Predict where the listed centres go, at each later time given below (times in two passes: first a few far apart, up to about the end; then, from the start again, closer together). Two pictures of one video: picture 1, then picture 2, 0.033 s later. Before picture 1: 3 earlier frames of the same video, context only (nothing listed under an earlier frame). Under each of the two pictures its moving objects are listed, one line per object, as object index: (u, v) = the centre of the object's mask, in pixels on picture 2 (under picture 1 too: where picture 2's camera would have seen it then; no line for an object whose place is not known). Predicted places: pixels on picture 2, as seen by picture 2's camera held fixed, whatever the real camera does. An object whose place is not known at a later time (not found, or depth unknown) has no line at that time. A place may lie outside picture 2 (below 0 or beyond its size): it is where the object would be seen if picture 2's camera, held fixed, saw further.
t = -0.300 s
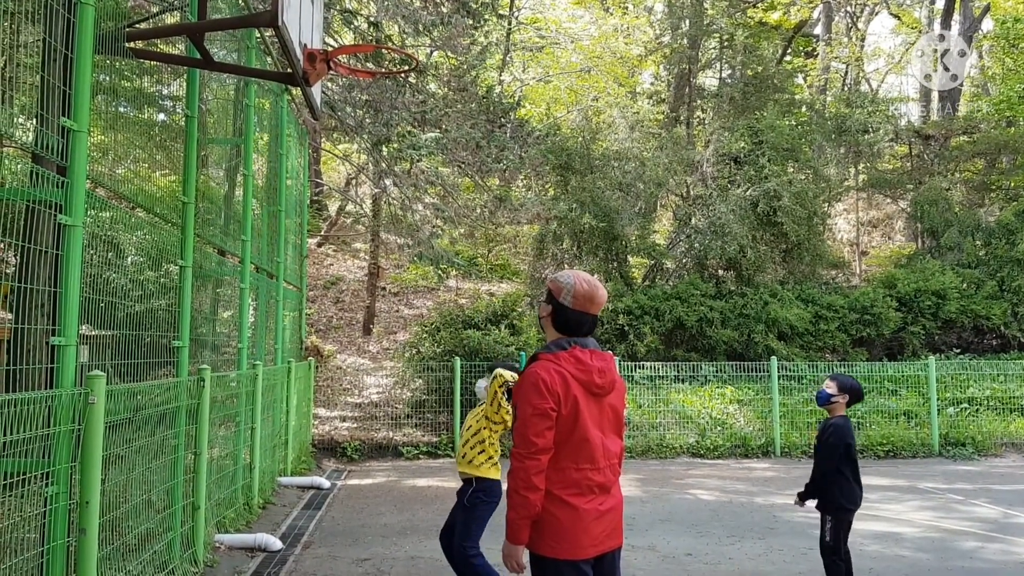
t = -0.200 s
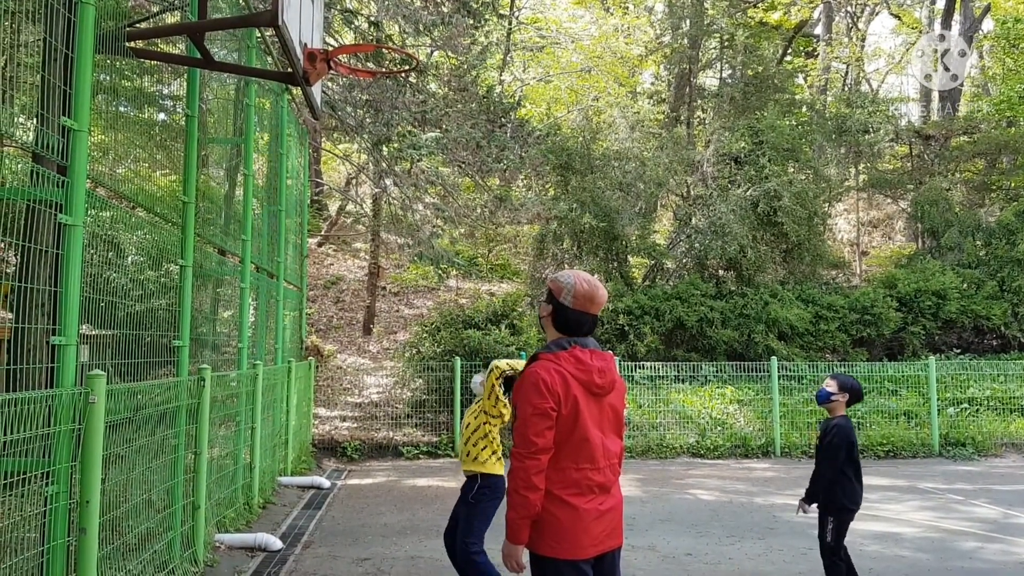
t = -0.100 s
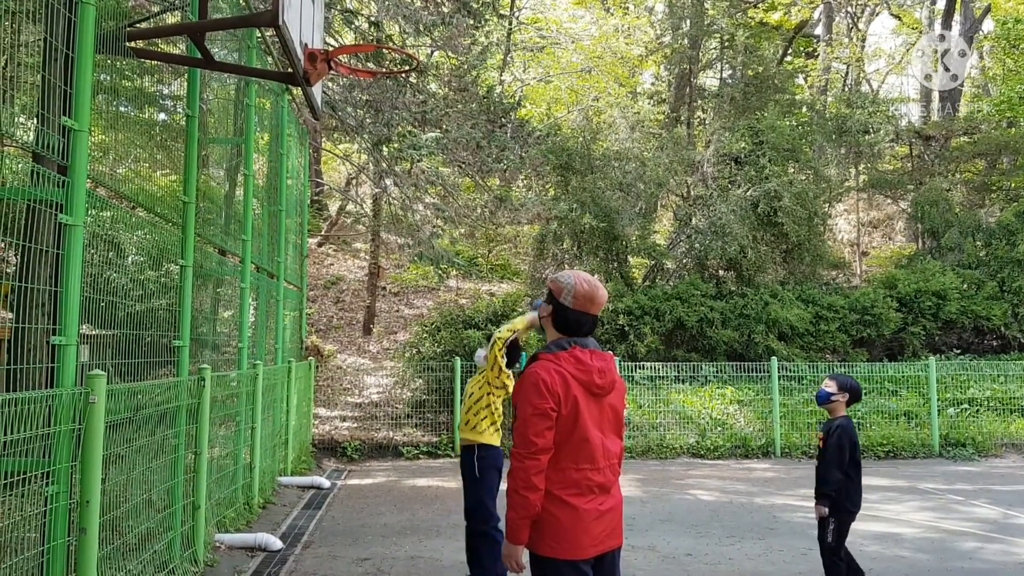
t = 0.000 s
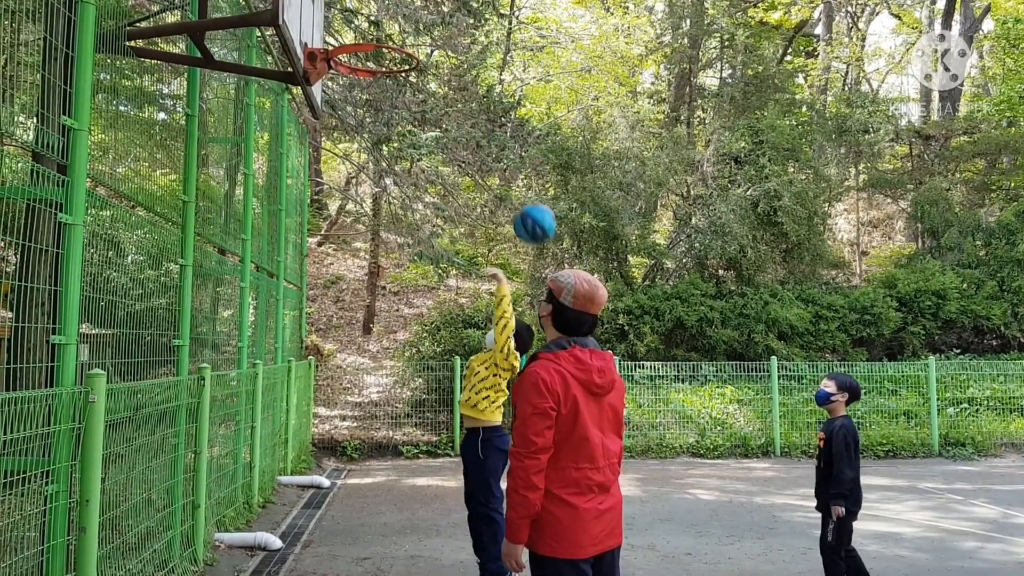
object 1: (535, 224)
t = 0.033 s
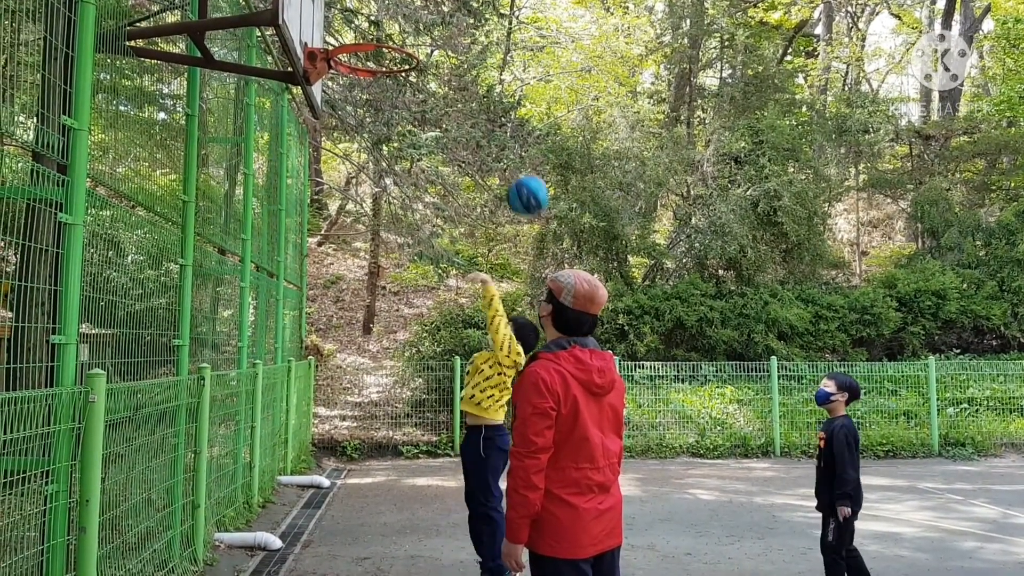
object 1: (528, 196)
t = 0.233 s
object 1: (484, 63)
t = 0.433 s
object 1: (441, 9)
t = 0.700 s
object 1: (382, 20)
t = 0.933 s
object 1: (382, 91)
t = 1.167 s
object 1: (391, 124)
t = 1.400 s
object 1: (396, 252)
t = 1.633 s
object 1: (397, 488)
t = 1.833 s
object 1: (393, 501)
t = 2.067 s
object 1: (386, 368)
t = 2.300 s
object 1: (376, 331)
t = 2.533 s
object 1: (364, 392)
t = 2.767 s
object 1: (349, 558)
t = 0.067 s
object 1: (521, 169)
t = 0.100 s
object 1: (514, 143)
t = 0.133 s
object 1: (507, 121)
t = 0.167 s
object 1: (499, 100)
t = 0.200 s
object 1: (491, 81)
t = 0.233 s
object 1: (484, 63)
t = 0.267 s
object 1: (476, 48)
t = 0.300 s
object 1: (469, 34)
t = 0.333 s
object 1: (462, 22)
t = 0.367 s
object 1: (455, 16)
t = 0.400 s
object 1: (448, 12)
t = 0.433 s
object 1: (441, 9)
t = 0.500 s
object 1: (426, 7)
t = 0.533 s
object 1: (418, 6)
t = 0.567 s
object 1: (411, 7)
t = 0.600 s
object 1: (405, 9)
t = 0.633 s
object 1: (397, 11)
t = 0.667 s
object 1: (389, 15)
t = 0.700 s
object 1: (382, 20)
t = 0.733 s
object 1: (374, 26)
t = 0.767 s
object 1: (368, 40)
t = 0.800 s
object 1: (361, 60)
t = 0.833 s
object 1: (364, 67)
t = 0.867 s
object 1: (370, 73)
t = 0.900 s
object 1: (377, 85)
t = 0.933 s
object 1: (382, 91)
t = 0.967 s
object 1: (386, 92)
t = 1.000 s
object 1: (388, 94)
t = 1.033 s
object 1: (389, 96)
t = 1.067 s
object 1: (390, 100)
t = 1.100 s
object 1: (391, 106)
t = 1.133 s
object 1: (391, 114)
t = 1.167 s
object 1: (391, 124)
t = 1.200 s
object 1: (393, 136)
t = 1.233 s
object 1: (393, 151)
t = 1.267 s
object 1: (394, 167)
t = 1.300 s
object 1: (394, 185)
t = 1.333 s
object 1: (395, 206)
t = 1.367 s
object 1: (395, 228)
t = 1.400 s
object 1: (396, 252)
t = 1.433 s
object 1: (396, 279)
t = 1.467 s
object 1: (396, 308)
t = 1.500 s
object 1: (397, 339)
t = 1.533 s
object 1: (396, 372)
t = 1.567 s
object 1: (397, 409)
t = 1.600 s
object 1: (397, 448)
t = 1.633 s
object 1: (397, 488)
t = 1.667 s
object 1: (397, 531)
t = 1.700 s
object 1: (396, 564)
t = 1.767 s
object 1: (395, 556)
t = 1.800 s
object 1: (394, 528)
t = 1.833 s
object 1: (393, 501)
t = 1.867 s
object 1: (392, 475)
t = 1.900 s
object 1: (391, 452)
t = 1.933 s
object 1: (391, 431)
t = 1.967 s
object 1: (390, 413)
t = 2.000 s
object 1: (388, 396)
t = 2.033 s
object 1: (387, 380)
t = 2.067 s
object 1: (386, 368)
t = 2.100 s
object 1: (384, 356)
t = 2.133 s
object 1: (383, 347)
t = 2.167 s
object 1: (382, 340)
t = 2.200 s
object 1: (380, 335)
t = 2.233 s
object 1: (379, 332)
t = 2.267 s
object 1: (377, 331)
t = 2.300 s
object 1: (376, 331)
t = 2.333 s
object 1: (375, 334)
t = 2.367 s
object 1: (373, 338)
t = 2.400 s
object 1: (371, 345)
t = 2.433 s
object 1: (369, 353)
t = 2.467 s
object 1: (368, 365)
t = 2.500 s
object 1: (366, 377)
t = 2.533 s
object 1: (364, 392)
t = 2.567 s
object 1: (362, 409)
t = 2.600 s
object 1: (361, 428)
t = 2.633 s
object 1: (360, 450)
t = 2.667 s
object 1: (356, 473)
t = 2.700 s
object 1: (354, 499)
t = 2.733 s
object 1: (351, 528)
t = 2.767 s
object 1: (349, 558)
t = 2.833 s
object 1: (347, 571)
